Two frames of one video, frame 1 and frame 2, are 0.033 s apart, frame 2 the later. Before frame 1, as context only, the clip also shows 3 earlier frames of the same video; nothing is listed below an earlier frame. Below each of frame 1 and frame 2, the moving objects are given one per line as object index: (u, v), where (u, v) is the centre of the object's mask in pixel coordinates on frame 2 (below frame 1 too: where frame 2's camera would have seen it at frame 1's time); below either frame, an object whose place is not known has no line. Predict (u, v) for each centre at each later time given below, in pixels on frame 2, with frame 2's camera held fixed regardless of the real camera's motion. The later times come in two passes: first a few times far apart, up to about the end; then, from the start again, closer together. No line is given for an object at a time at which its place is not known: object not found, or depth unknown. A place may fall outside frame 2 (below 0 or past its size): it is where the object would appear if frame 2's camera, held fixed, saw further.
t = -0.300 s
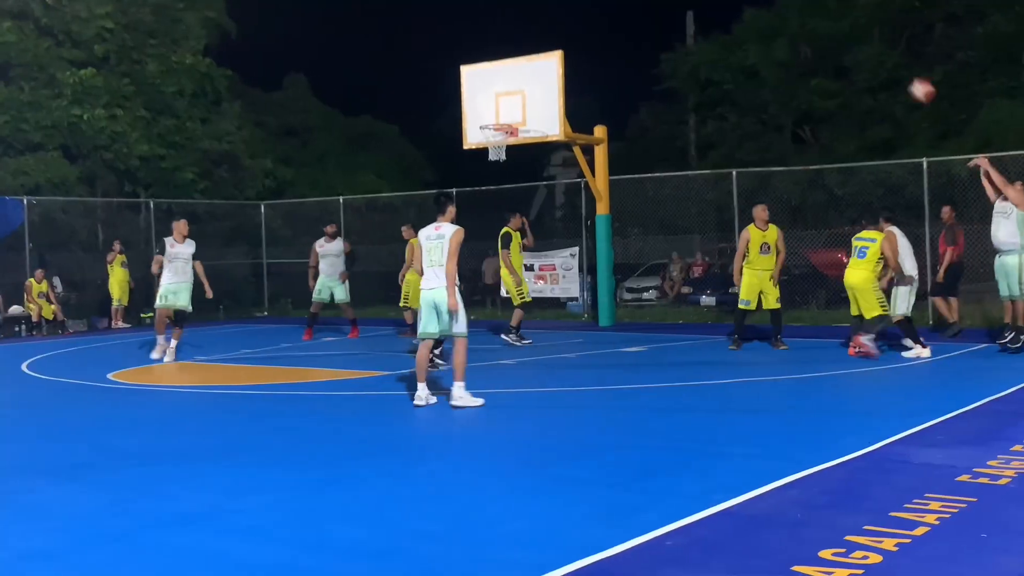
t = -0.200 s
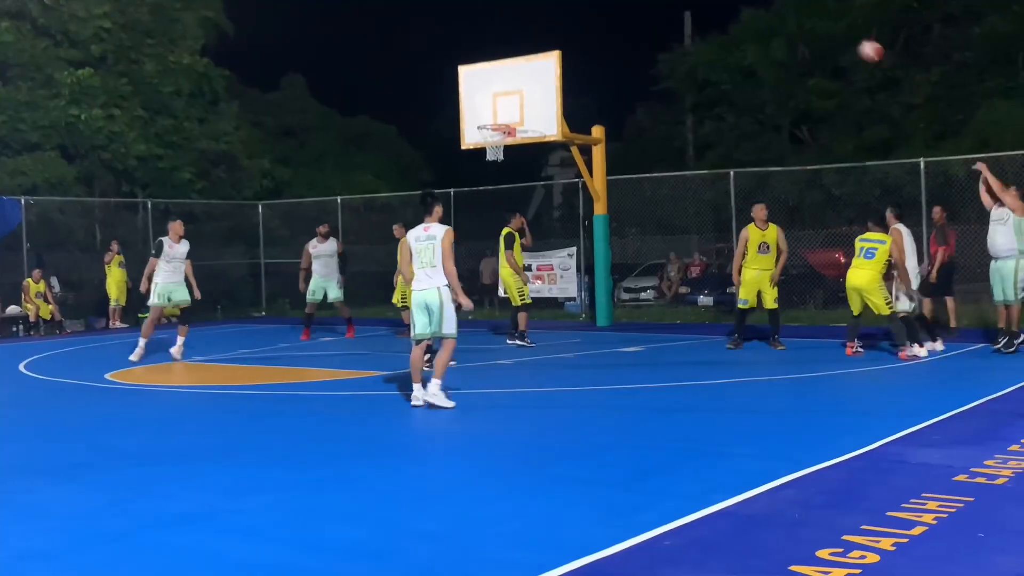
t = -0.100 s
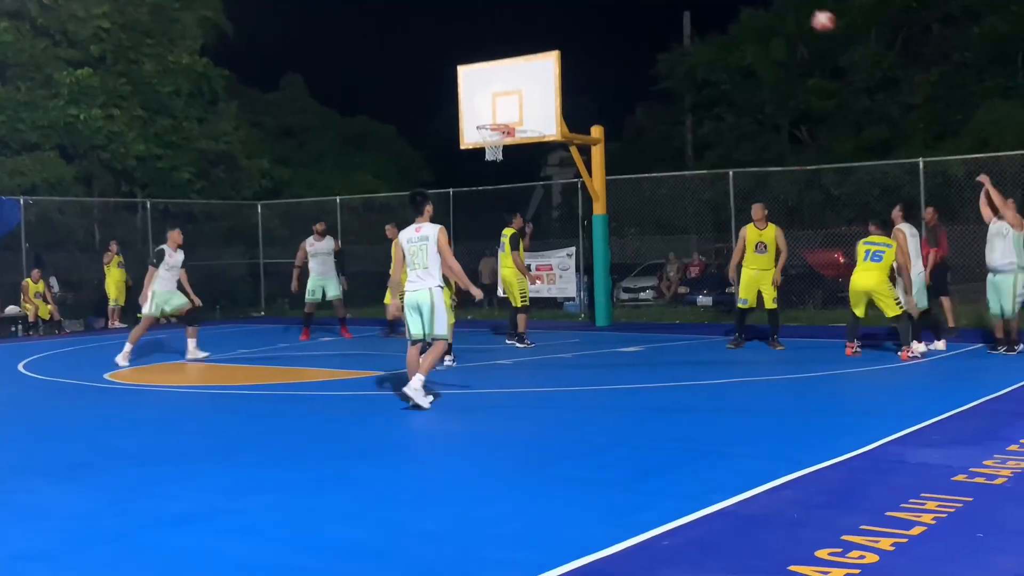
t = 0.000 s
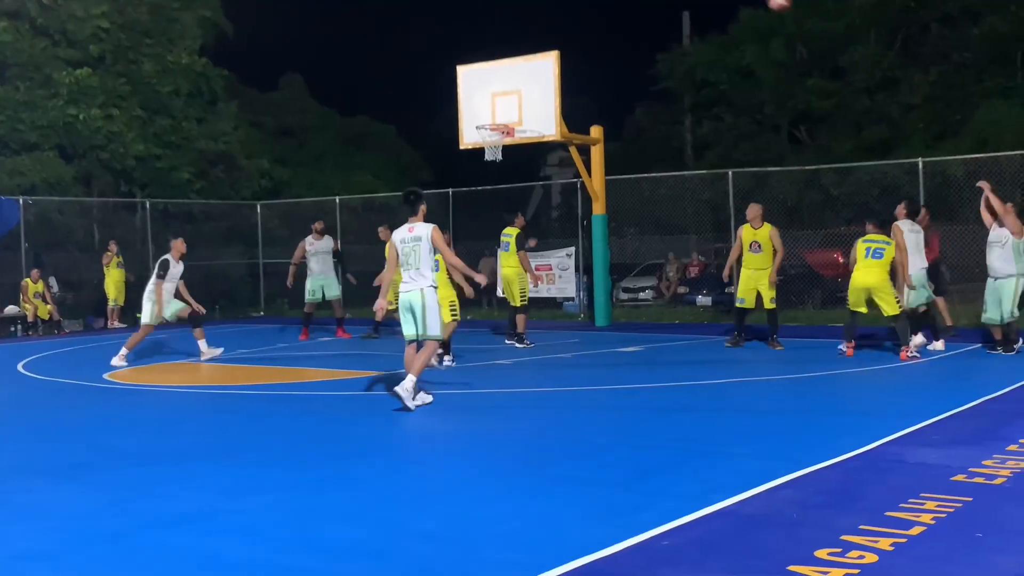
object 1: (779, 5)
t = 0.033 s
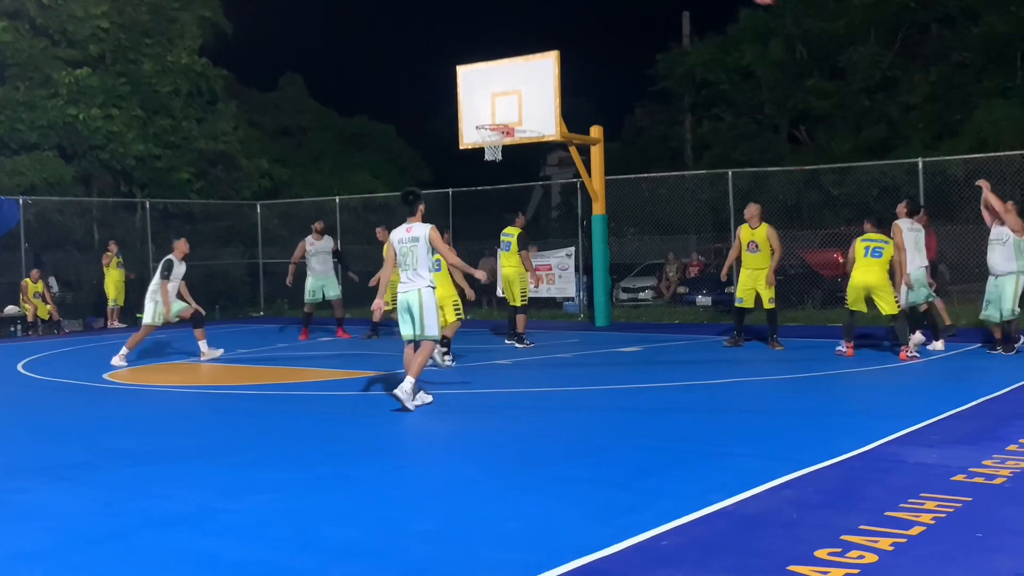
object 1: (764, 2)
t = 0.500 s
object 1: (587, 17)
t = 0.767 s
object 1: (502, 95)
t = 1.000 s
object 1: (450, 99)
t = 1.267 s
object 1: (397, 108)
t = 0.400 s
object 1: (621, 4)
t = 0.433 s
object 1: (609, 6)
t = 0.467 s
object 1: (598, 10)
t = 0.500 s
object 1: (587, 17)
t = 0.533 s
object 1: (575, 25)
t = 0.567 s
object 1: (564, 33)
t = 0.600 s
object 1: (554, 41)
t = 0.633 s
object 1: (543, 51)
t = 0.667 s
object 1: (533, 61)
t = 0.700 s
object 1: (523, 72)
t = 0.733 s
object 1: (512, 84)
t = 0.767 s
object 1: (502, 95)
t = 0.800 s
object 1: (492, 109)
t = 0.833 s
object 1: (483, 119)
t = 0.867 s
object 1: (477, 113)
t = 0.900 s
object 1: (470, 109)
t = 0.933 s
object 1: (463, 104)
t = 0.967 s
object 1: (456, 101)
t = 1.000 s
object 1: (450, 99)
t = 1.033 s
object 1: (444, 97)
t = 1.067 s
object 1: (437, 96)
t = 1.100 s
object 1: (430, 96)
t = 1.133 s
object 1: (424, 97)
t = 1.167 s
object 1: (417, 98)
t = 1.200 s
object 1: (411, 100)
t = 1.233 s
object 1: (404, 104)
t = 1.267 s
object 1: (397, 108)
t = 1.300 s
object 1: (391, 113)
